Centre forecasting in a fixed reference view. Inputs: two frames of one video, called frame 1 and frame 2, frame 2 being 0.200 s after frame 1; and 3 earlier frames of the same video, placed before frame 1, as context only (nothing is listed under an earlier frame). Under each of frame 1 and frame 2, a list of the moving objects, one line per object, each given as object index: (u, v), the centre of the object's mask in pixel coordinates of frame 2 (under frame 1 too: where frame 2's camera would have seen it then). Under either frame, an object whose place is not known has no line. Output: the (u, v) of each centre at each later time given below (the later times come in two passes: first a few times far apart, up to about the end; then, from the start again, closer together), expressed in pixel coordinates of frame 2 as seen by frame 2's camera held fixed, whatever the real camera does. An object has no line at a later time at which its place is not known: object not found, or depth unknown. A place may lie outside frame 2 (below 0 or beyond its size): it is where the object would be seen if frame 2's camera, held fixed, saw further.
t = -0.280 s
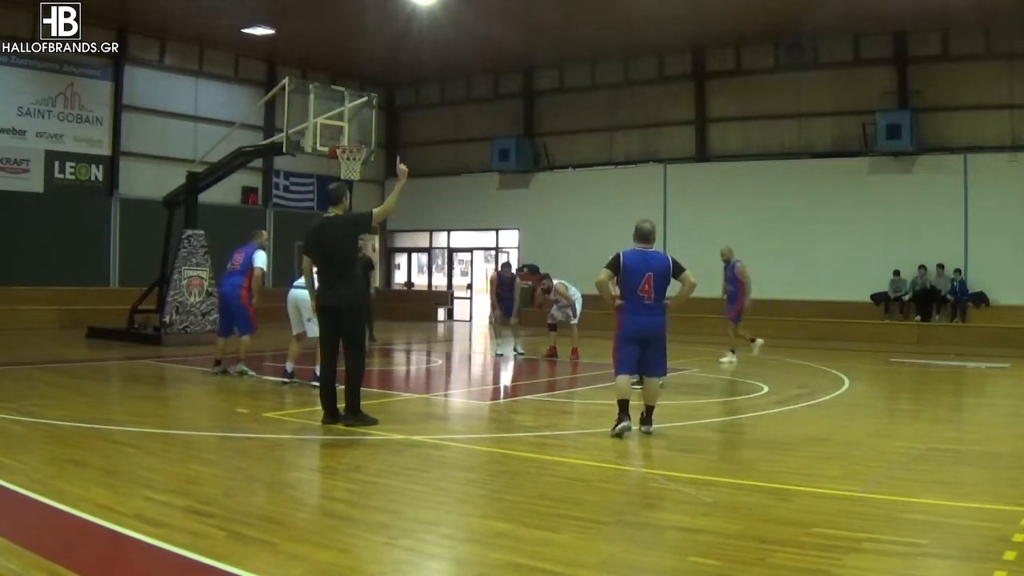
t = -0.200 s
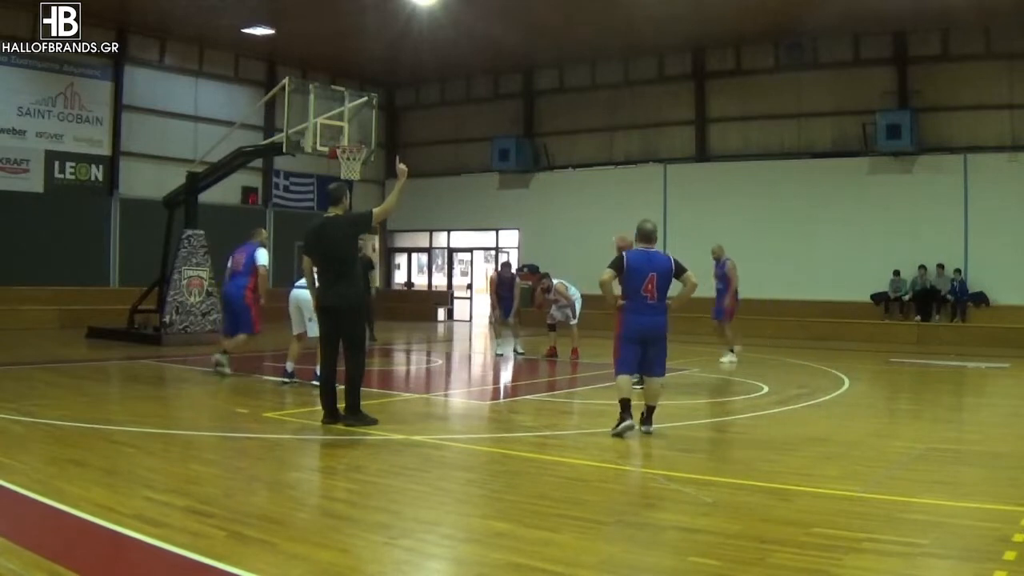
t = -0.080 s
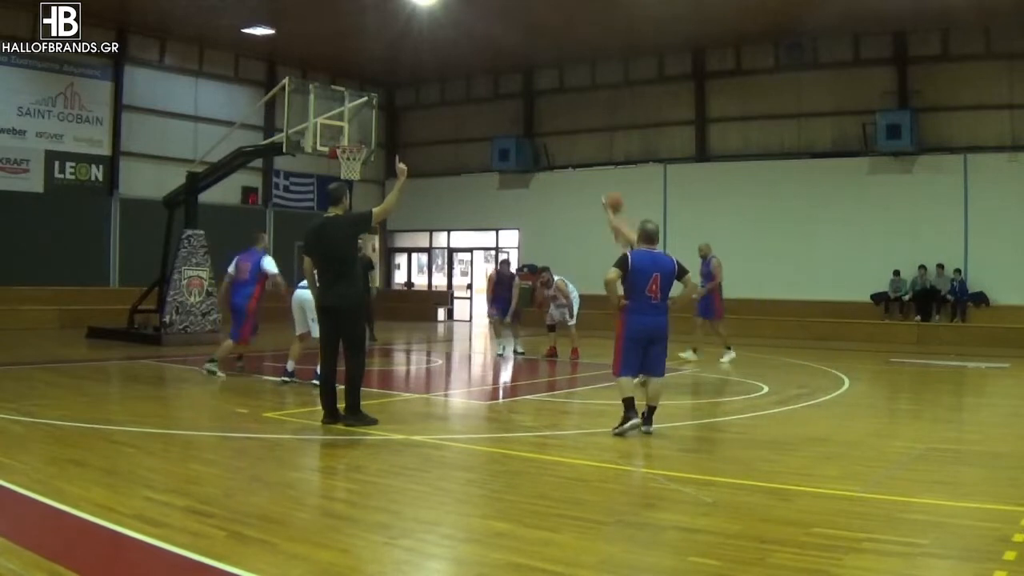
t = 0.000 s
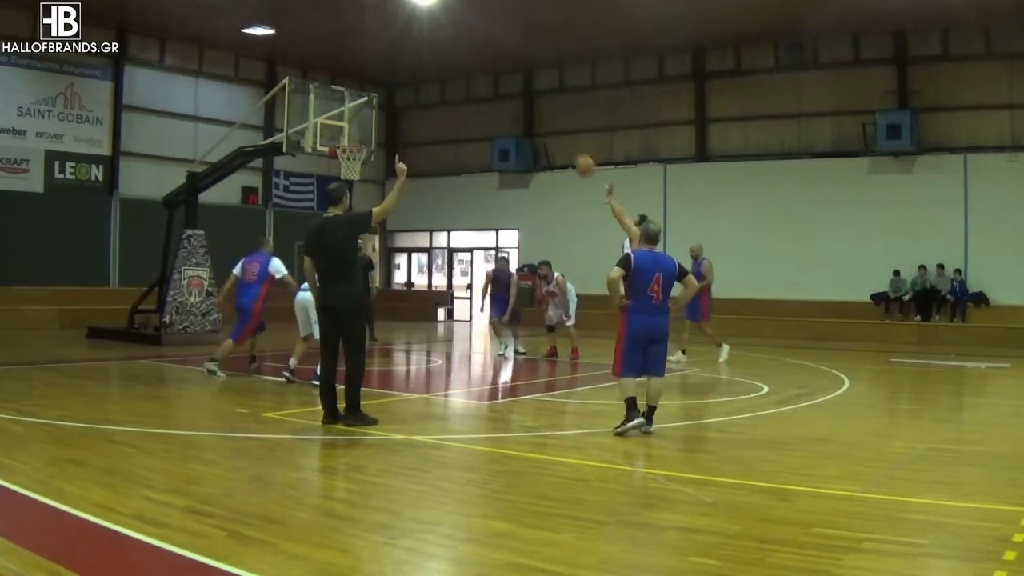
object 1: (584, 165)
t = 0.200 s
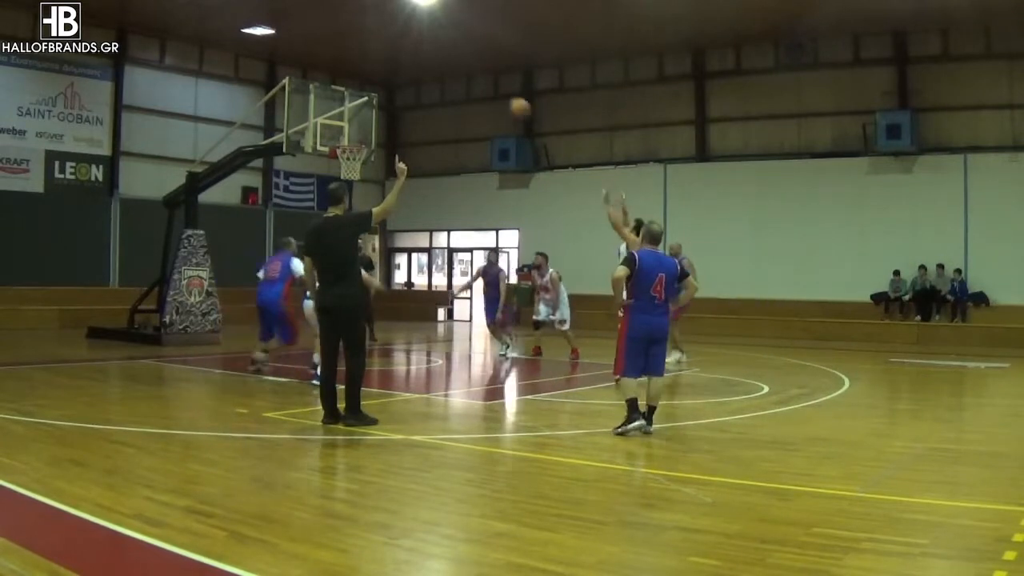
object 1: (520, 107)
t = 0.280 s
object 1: (495, 93)
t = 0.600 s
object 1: (407, 91)
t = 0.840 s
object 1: (347, 134)
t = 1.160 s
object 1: (371, 79)
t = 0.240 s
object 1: (507, 99)
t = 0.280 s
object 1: (495, 93)
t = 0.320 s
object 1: (483, 89)
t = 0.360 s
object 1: (472, 87)
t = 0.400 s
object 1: (461, 85)
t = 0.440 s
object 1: (450, 84)
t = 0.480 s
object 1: (439, 84)
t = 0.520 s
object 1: (428, 85)
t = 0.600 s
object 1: (407, 91)
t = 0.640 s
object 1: (397, 96)
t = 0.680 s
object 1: (387, 102)
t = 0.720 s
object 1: (377, 108)
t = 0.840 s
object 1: (347, 134)
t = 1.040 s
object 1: (360, 96)
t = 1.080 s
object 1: (364, 88)
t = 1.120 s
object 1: (367, 83)
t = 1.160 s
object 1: (371, 79)
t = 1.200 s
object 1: (375, 74)
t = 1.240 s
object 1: (379, 71)
